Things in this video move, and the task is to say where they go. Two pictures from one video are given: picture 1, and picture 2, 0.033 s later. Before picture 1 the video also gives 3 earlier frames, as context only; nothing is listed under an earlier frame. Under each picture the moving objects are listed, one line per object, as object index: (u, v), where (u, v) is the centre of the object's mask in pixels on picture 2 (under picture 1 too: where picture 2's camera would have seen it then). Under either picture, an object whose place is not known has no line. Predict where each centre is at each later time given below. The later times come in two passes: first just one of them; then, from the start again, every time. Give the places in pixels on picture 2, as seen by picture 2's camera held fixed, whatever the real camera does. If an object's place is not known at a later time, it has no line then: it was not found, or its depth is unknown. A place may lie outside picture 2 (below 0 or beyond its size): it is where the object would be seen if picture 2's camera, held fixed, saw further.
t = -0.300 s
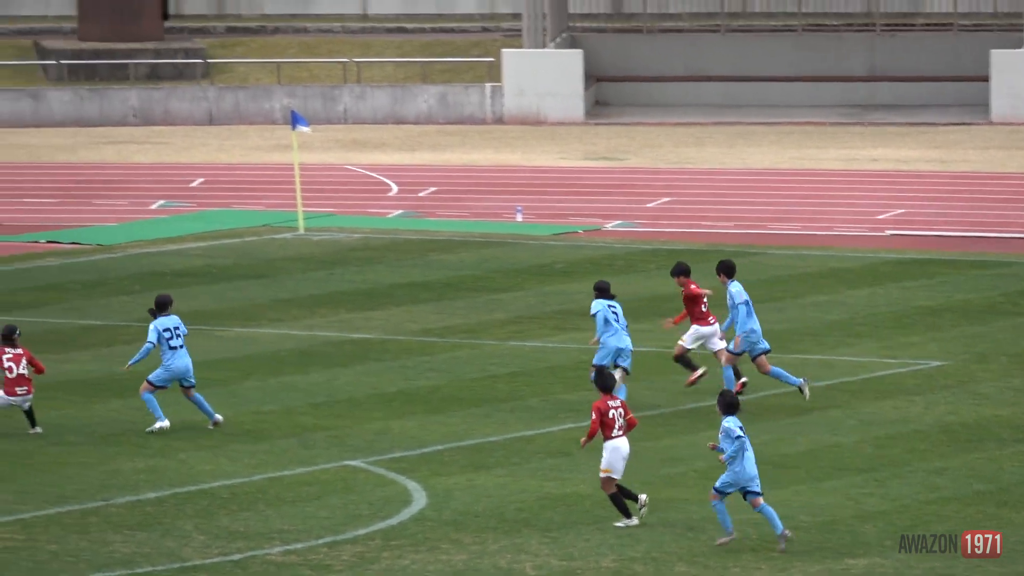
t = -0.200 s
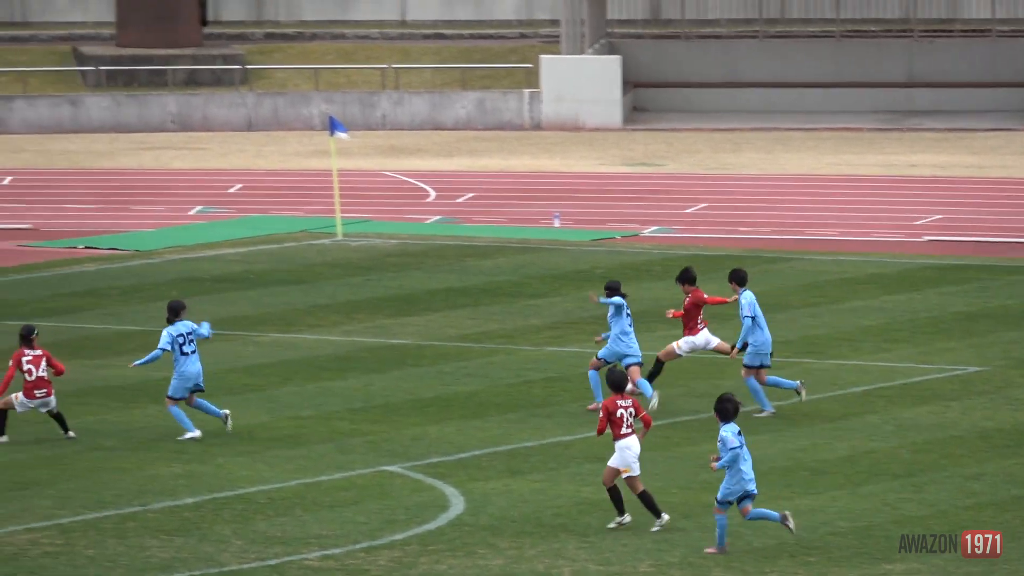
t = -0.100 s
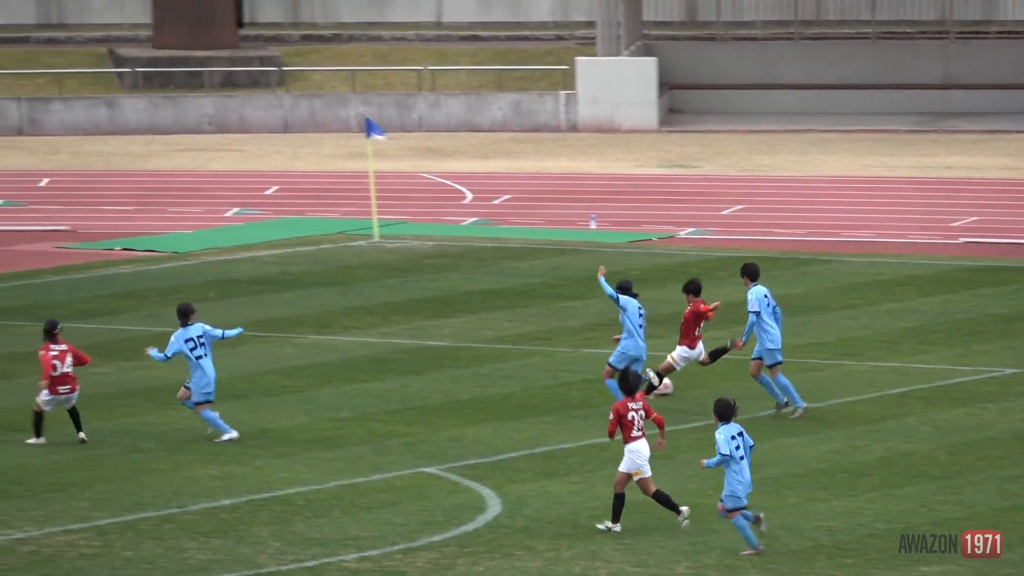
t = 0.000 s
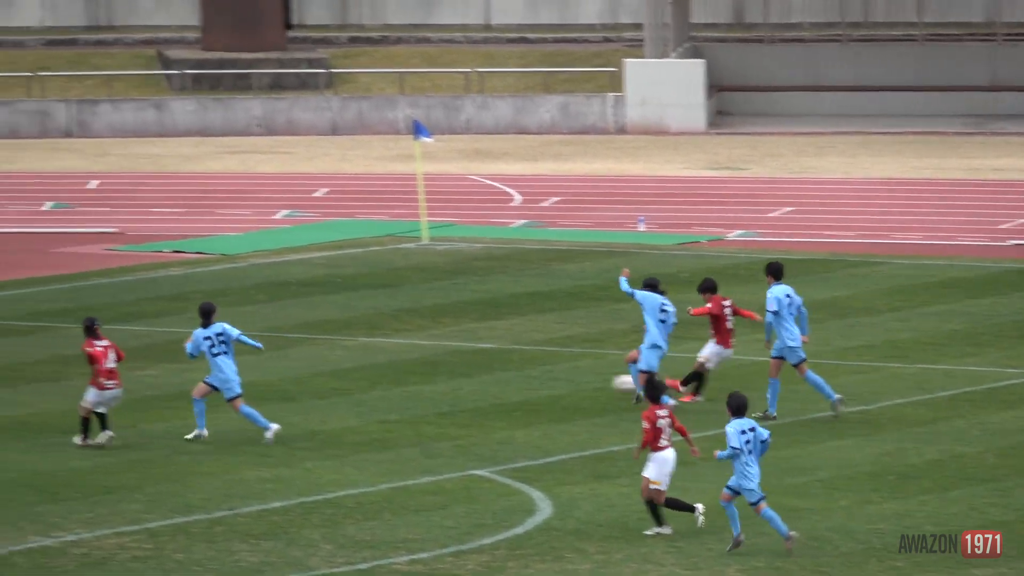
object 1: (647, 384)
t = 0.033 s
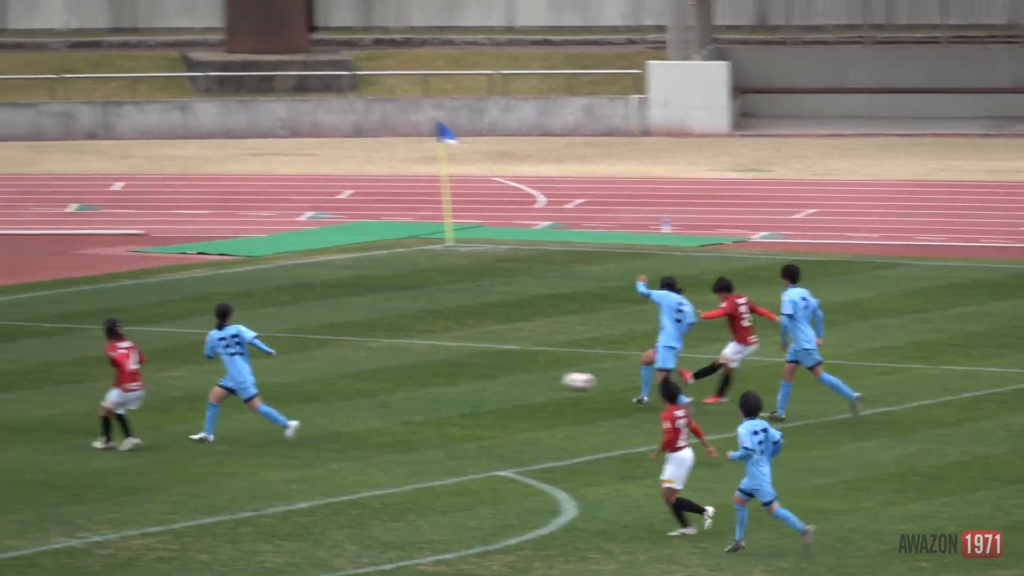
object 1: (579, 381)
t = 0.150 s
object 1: (317, 371)
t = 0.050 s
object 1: (541, 379)
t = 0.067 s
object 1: (504, 378)
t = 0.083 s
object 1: (467, 377)
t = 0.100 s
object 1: (430, 376)
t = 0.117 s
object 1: (394, 374)
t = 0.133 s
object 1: (355, 373)
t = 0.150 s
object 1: (317, 371)
